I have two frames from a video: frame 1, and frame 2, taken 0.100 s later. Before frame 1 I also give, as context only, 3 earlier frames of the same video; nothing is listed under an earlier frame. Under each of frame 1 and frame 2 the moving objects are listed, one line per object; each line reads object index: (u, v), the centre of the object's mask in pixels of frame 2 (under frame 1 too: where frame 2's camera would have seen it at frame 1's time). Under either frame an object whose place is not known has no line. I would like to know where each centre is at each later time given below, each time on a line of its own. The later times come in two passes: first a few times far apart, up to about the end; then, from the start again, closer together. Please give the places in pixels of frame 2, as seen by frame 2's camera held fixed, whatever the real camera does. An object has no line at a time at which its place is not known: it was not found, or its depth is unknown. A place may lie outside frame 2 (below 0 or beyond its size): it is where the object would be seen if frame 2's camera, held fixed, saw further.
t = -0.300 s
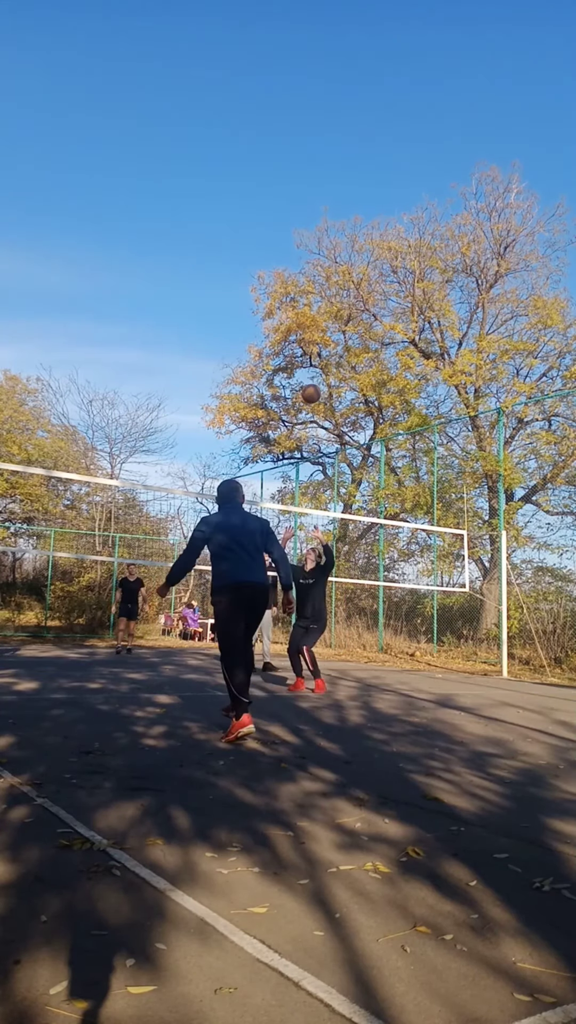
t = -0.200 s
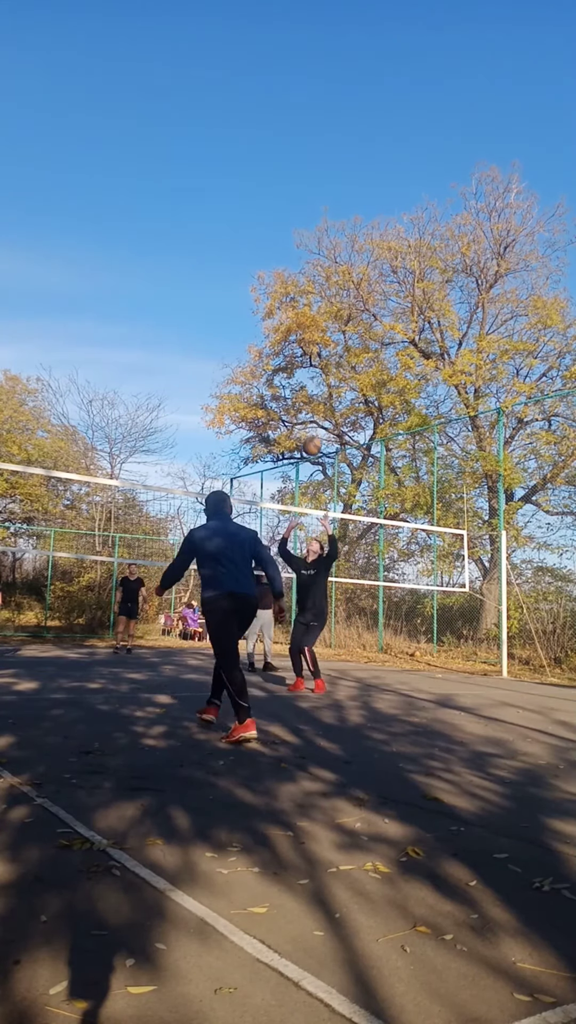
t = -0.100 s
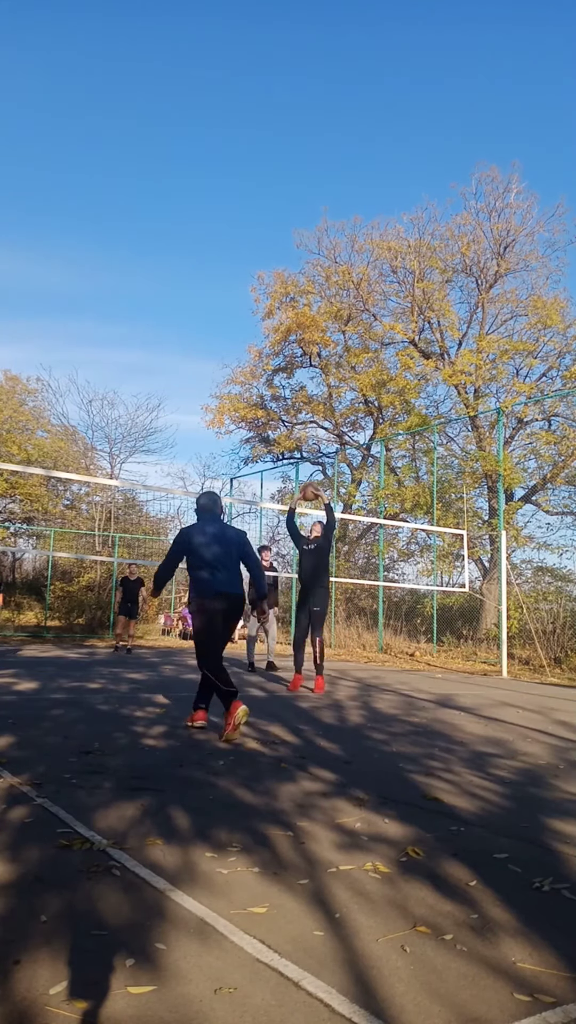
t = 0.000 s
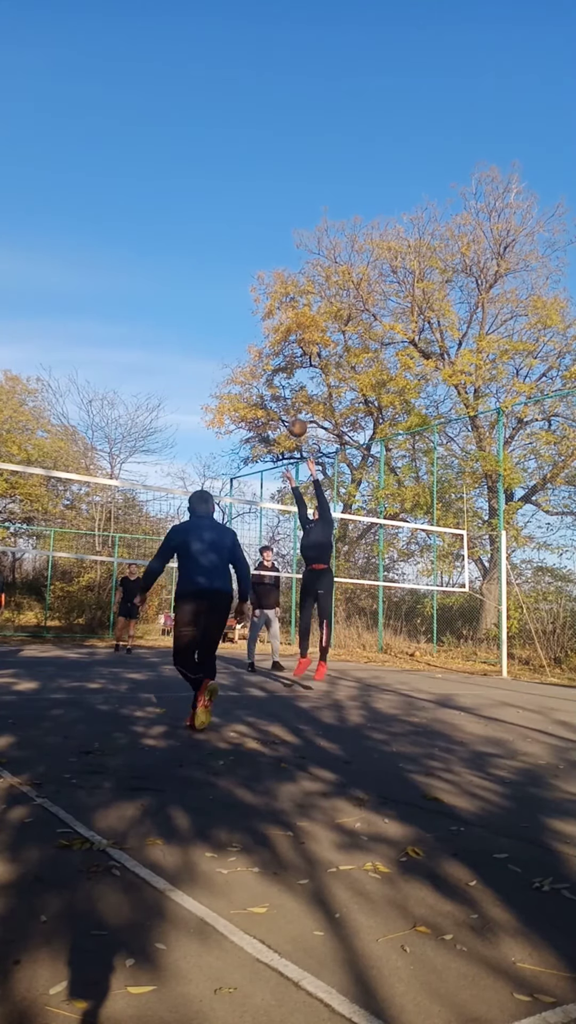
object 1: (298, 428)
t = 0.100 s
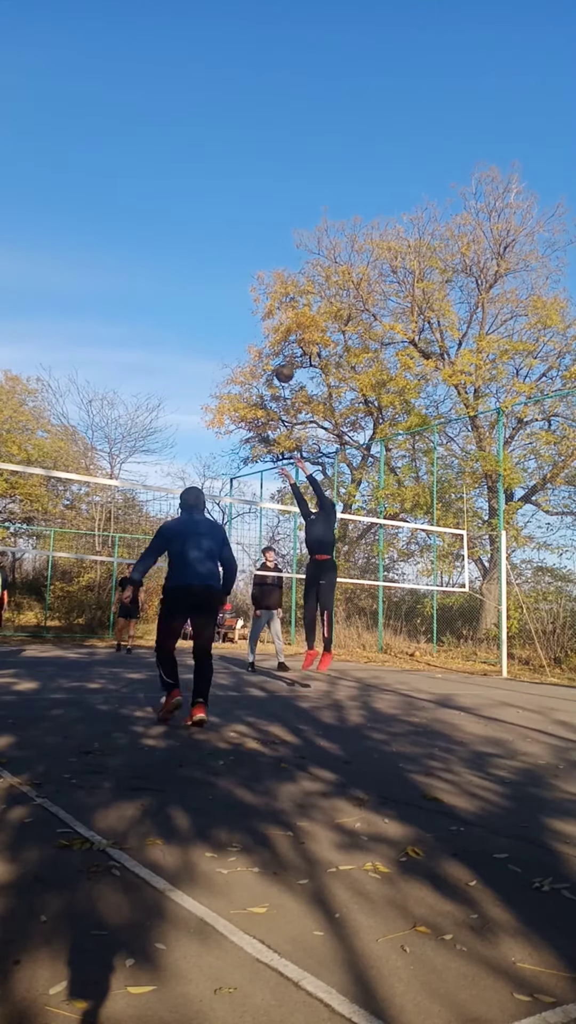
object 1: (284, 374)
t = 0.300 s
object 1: (258, 294)
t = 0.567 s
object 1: (226, 245)
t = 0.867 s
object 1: (191, 258)
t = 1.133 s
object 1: (159, 328)
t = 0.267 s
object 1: (263, 305)
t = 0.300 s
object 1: (258, 294)
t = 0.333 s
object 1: (255, 284)
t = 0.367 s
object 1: (251, 276)
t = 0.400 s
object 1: (246, 268)
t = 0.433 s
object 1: (242, 262)
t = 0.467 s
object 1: (238, 256)
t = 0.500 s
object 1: (234, 251)
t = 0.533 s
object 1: (230, 248)
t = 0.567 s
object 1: (226, 245)
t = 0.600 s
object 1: (222, 243)
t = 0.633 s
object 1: (218, 241)
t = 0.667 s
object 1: (214, 241)
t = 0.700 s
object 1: (210, 242)
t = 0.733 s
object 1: (206, 243)
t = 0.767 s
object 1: (202, 246)
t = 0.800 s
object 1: (198, 249)
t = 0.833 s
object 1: (194, 253)
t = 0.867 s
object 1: (191, 258)
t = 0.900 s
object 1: (187, 264)
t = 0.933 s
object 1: (183, 271)
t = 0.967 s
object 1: (179, 278)
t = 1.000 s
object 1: (175, 287)
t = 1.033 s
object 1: (171, 296)
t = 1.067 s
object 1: (167, 306)
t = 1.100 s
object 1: (163, 317)
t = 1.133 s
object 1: (159, 328)
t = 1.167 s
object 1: (155, 341)
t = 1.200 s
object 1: (152, 354)
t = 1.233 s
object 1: (148, 369)
